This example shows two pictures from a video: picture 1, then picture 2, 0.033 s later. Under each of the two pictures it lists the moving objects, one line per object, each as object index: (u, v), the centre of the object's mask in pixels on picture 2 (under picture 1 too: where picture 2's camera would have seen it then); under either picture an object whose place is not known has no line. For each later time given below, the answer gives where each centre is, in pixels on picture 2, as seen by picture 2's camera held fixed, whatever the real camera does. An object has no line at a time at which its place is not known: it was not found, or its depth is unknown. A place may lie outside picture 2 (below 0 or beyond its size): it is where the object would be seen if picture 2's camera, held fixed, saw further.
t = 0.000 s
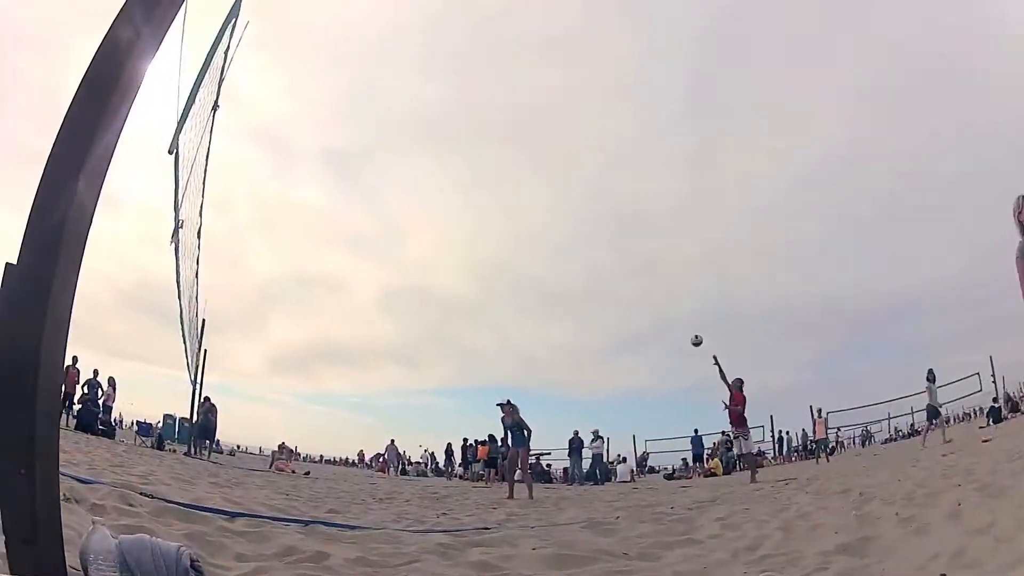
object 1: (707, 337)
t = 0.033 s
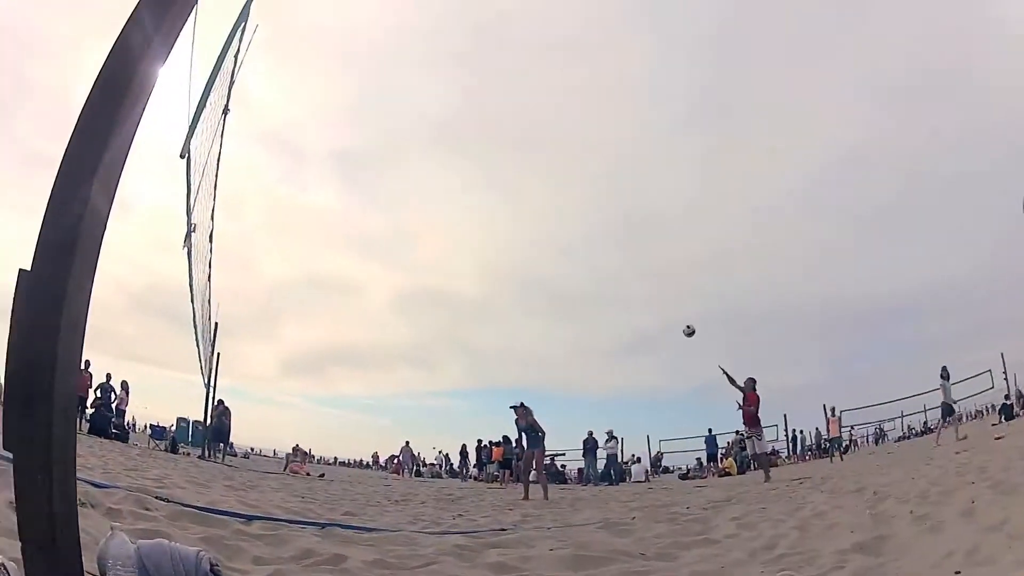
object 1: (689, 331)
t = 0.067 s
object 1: (671, 323)
